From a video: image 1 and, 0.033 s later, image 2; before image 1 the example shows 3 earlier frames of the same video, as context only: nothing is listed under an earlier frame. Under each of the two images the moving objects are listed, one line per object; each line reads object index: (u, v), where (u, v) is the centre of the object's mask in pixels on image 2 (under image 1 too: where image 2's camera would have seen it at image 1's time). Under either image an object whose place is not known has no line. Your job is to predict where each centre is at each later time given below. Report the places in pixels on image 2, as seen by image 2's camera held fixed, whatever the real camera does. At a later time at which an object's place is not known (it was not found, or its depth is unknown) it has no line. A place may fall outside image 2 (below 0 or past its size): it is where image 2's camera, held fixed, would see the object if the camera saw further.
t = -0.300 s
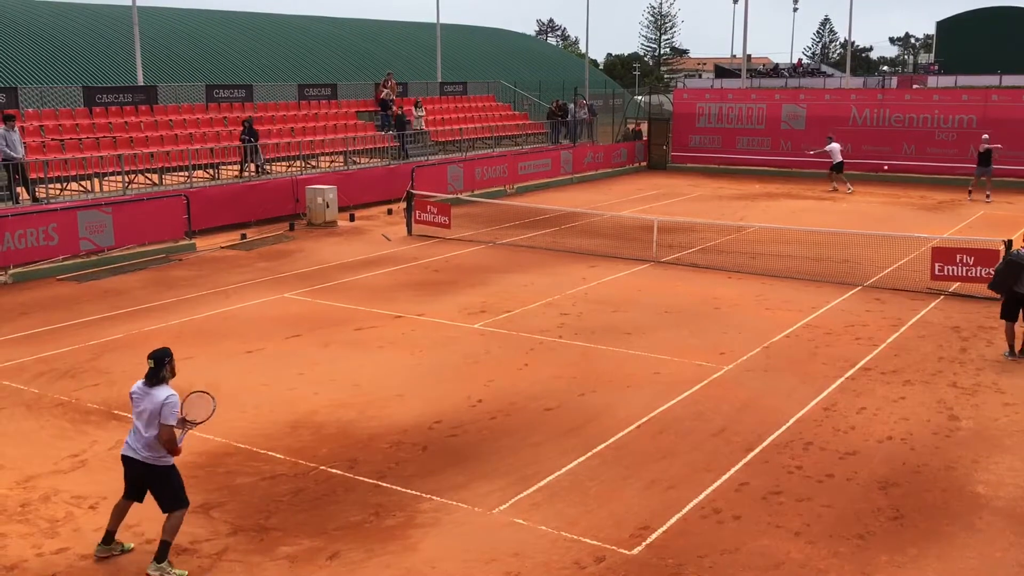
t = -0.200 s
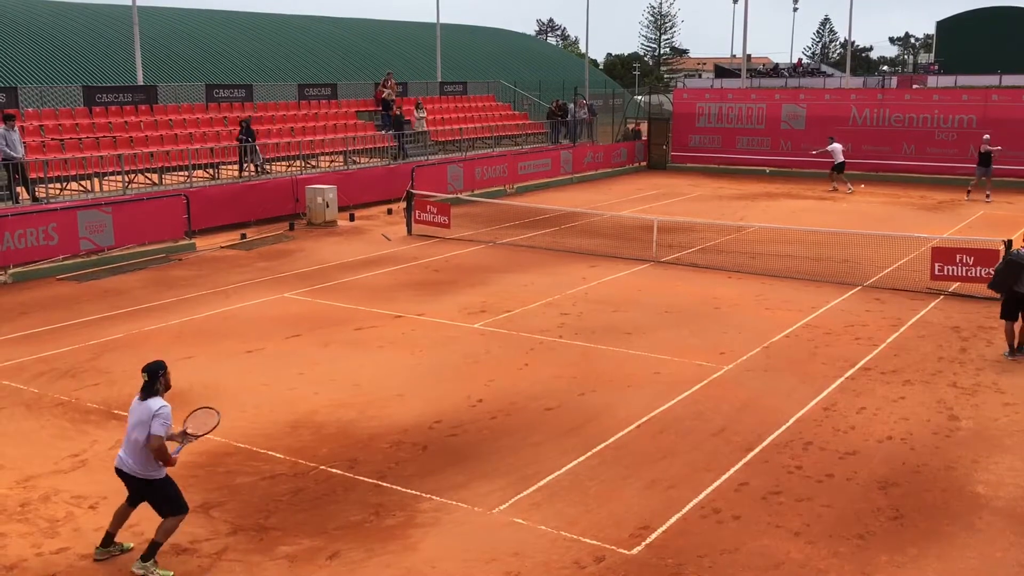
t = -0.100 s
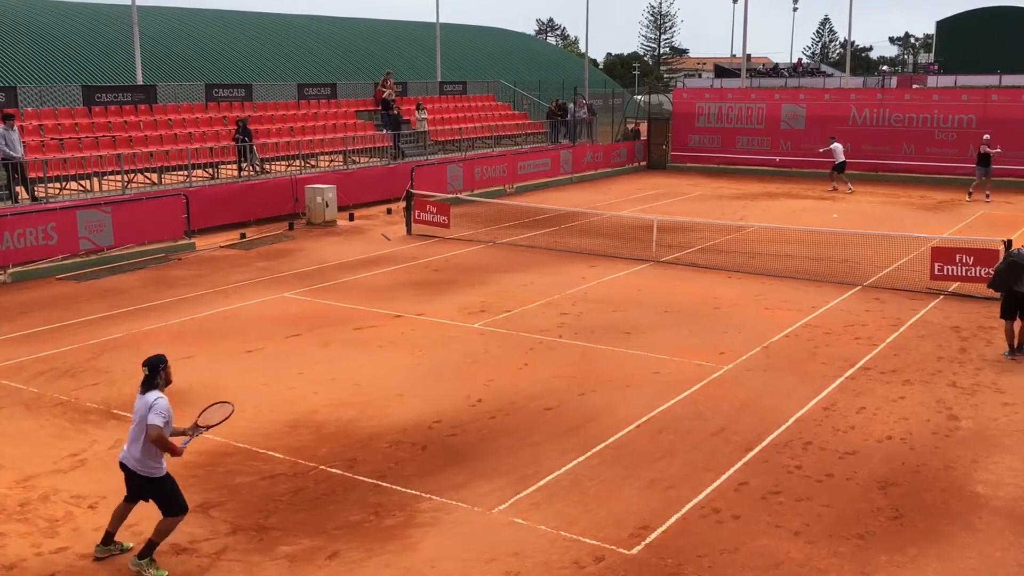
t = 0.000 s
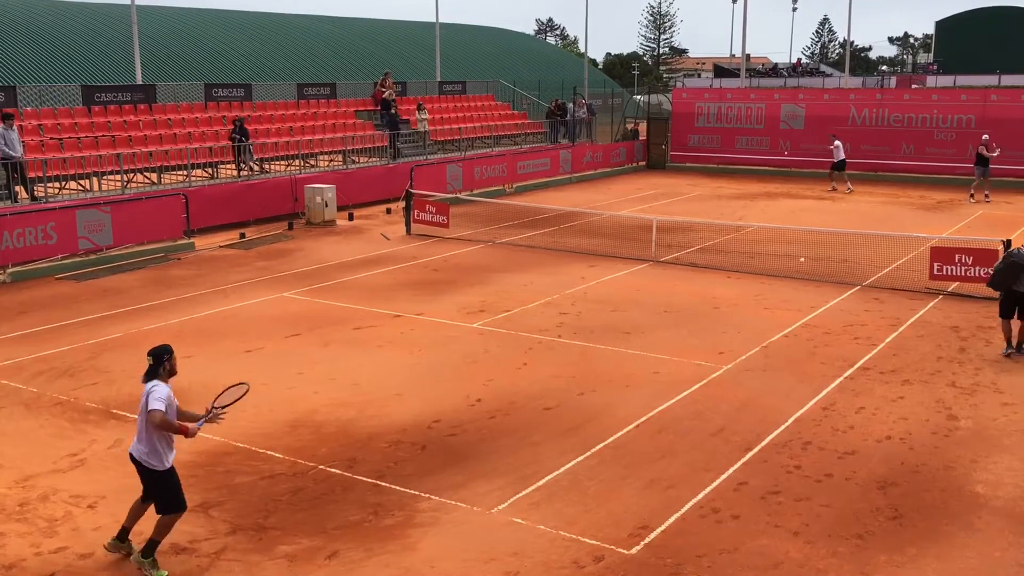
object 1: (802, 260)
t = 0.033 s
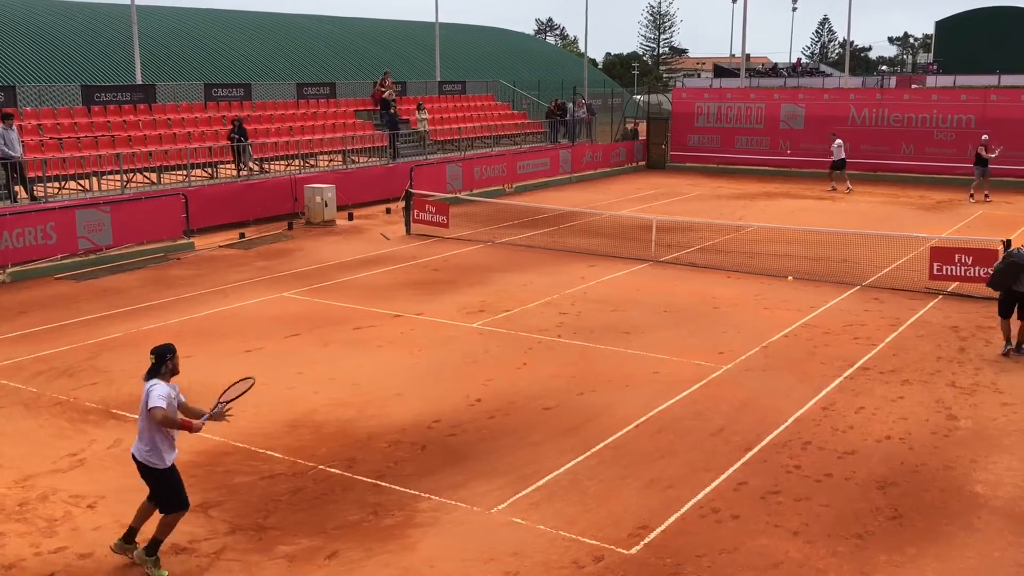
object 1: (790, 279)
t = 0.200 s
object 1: (732, 339)
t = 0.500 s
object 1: (629, 349)
